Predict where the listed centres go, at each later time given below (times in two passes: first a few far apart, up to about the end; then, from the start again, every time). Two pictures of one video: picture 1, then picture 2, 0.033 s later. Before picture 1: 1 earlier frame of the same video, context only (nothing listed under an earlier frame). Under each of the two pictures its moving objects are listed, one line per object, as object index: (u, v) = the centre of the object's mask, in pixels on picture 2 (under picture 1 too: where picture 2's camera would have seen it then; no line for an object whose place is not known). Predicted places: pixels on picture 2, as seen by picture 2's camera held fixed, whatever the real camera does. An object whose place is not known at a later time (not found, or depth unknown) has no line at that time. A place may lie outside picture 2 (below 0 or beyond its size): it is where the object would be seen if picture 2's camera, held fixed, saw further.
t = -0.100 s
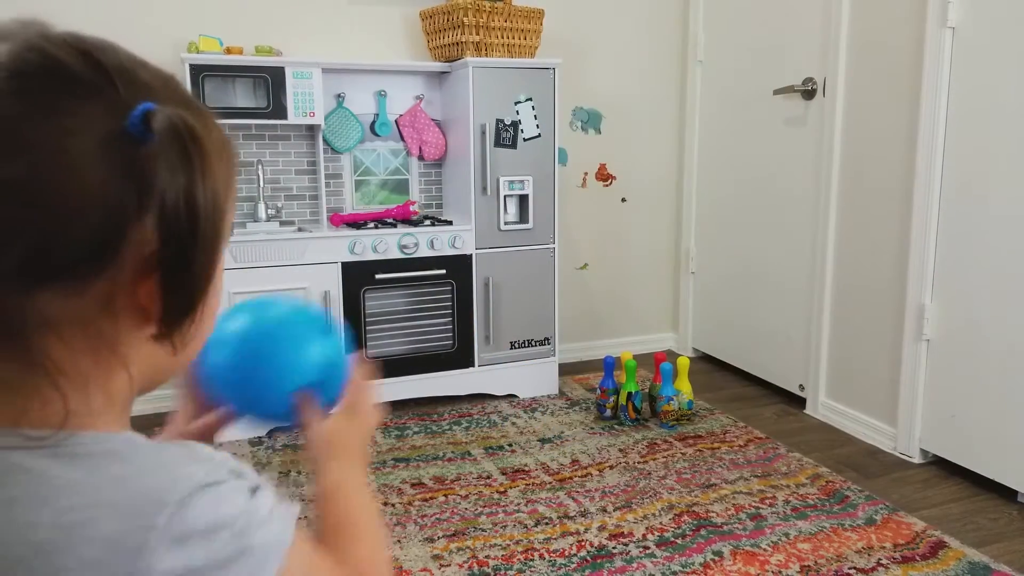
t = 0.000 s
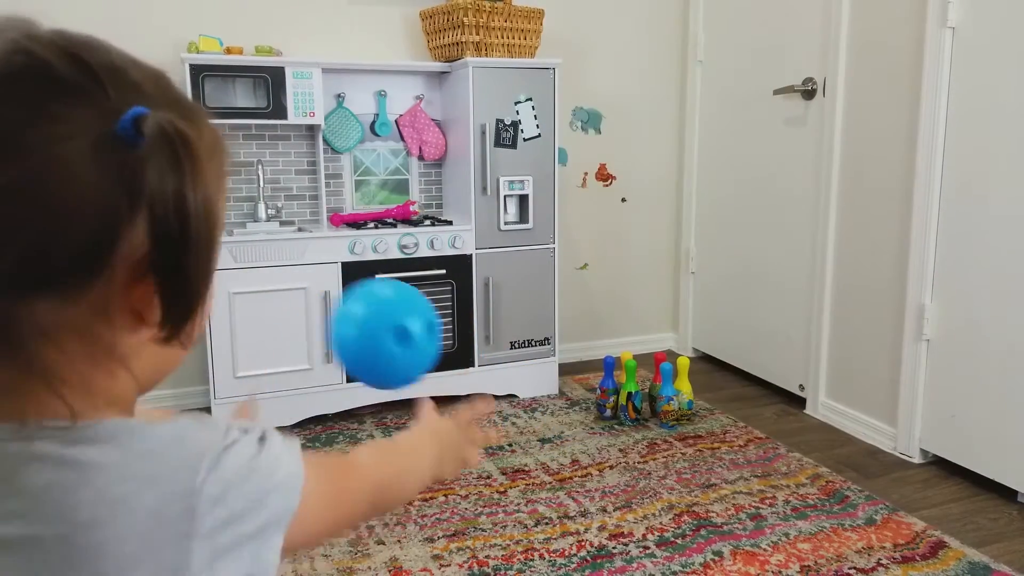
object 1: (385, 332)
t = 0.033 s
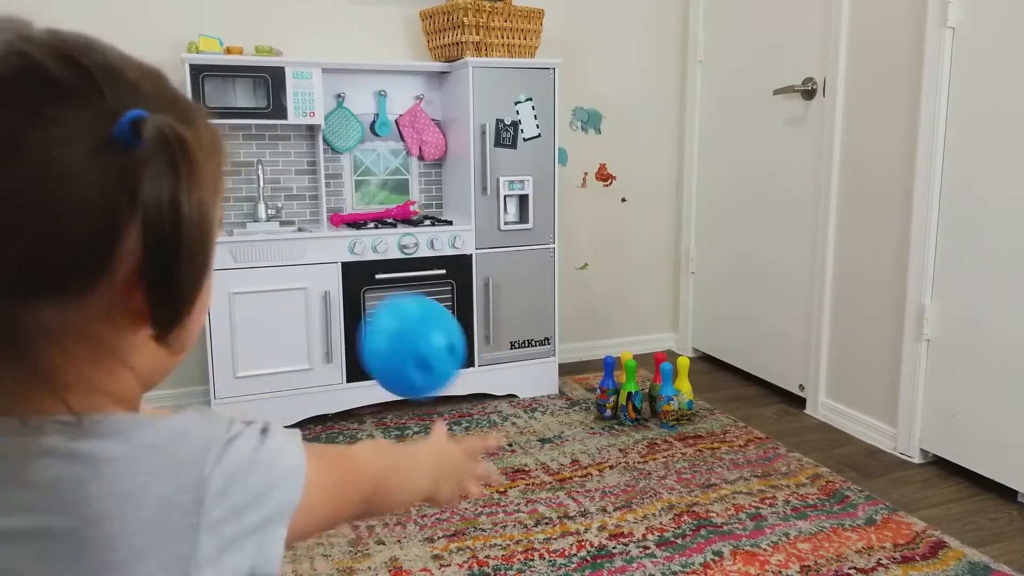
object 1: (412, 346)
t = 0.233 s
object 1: (520, 538)
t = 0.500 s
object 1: (548, 474)
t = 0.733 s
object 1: (562, 551)
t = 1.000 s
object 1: (571, 516)
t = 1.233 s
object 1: (583, 500)
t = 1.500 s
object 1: (593, 480)
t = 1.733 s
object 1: (597, 464)
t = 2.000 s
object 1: (599, 448)
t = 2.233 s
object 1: (601, 439)
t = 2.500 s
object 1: (602, 434)
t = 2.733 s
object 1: (600, 431)
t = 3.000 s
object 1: (600, 431)
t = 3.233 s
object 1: (600, 432)
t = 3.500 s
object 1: (596, 432)
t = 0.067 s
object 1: (436, 367)
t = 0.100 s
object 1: (457, 393)
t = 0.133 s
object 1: (475, 425)
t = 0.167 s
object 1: (492, 459)
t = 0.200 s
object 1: (506, 499)
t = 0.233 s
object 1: (520, 538)
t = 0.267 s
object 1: (528, 563)
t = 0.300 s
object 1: (533, 562)
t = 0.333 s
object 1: (539, 547)
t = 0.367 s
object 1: (540, 523)
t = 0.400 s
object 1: (543, 504)
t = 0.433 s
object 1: (544, 489)
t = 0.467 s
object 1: (545, 479)
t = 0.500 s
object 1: (548, 474)
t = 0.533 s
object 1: (549, 475)
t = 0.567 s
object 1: (553, 482)
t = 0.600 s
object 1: (555, 496)
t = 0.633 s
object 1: (557, 517)
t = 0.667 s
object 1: (559, 543)
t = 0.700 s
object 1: (562, 561)
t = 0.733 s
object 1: (562, 551)
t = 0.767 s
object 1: (564, 536)
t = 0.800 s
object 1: (564, 524)
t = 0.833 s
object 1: (565, 518)
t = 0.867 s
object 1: (566, 517)
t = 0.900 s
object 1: (567, 520)
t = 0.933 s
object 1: (568, 529)
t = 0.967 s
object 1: (570, 525)
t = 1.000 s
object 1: (571, 516)
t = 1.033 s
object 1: (574, 513)
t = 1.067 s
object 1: (574, 514)
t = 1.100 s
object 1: (576, 513)
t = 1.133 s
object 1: (578, 508)
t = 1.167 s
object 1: (580, 507)
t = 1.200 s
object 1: (581, 503)
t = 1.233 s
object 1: (583, 500)
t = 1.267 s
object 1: (585, 497)
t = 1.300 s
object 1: (586, 494)
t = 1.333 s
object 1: (587, 491)
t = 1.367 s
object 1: (589, 488)
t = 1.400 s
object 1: (590, 486)
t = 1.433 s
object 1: (591, 484)
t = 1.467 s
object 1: (591, 482)
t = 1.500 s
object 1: (593, 480)
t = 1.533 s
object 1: (594, 477)
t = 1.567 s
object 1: (595, 475)
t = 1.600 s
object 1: (595, 473)
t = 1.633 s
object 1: (597, 471)
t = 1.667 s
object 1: (597, 468)
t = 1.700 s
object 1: (597, 466)
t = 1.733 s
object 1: (597, 464)
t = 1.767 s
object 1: (597, 462)
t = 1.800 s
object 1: (597, 460)
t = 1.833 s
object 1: (598, 458)
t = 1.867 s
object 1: (598, 456)
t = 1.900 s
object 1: (598, 454)
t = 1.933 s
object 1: (599, 453)
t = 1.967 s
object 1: (599, 450)
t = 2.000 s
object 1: (599, 448)
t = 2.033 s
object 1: (599, 447)
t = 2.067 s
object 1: (600, 445)
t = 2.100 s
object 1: (600, 444)
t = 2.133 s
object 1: (600, 443)
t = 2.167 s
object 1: (600, 442)
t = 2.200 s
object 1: (601, 440)
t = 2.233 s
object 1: (601, 439)
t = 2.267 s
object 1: (601, 438)
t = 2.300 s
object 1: (602, 437)
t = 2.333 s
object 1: (602, 437)
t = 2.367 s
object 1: (602, 436)
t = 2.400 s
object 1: (602, 435)
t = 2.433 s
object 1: (602, 435)
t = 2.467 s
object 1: (602, 434)
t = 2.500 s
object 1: (602, 434)
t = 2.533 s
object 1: (601, 433)
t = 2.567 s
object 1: (601, 432)
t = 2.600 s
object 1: (601, 432)
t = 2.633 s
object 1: (600, 431)
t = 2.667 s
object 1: (600, 431)
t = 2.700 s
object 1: (600, 431)
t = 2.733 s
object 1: (600, 431)
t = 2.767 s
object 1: (600, 431)
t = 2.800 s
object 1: (600, 431)
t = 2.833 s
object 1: (600, 431)
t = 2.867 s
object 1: (601, 431)
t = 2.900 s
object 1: (600, 431)
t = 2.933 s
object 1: (601, 431)
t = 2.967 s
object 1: (601, 431)
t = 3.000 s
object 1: (600, 431)
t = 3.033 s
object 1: (601, 431)
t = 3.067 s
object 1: (601, 432)
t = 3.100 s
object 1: (601, 432)
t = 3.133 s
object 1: (600, 432)
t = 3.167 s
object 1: (600, 432)
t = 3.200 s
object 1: (600, 432)
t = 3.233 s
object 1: (600, 432)
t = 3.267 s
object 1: (600, 432)
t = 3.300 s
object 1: (599, 432)
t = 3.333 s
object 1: (599, 432)
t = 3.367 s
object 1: (598, 432)
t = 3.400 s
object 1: (597, 432)
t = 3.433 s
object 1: (597, 432)
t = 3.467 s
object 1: (596, 432)
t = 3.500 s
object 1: (596, 432)
